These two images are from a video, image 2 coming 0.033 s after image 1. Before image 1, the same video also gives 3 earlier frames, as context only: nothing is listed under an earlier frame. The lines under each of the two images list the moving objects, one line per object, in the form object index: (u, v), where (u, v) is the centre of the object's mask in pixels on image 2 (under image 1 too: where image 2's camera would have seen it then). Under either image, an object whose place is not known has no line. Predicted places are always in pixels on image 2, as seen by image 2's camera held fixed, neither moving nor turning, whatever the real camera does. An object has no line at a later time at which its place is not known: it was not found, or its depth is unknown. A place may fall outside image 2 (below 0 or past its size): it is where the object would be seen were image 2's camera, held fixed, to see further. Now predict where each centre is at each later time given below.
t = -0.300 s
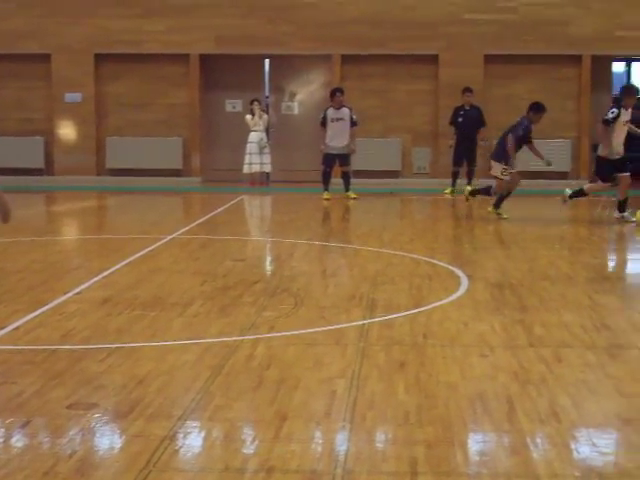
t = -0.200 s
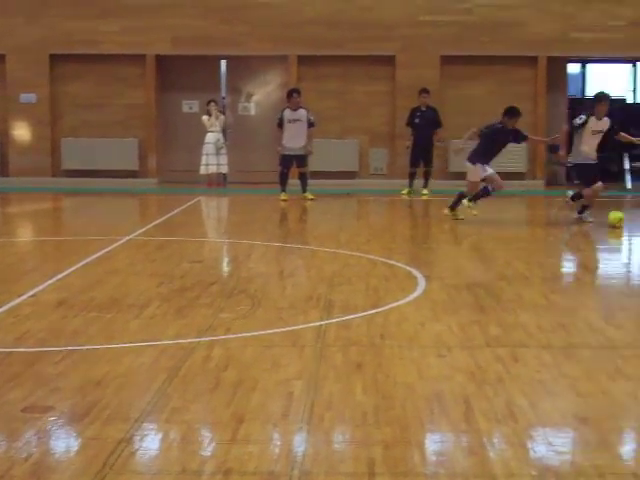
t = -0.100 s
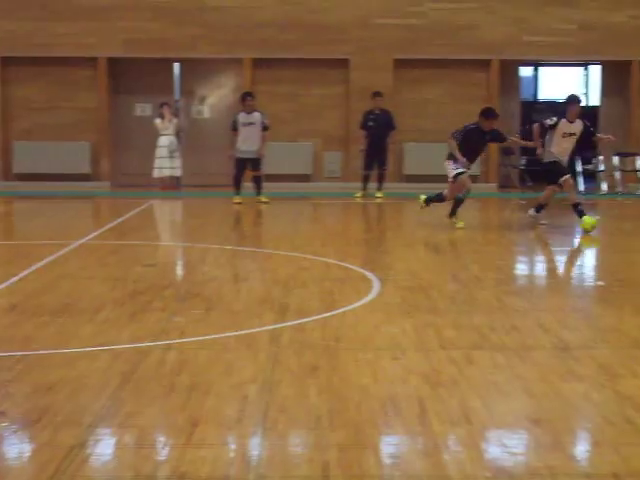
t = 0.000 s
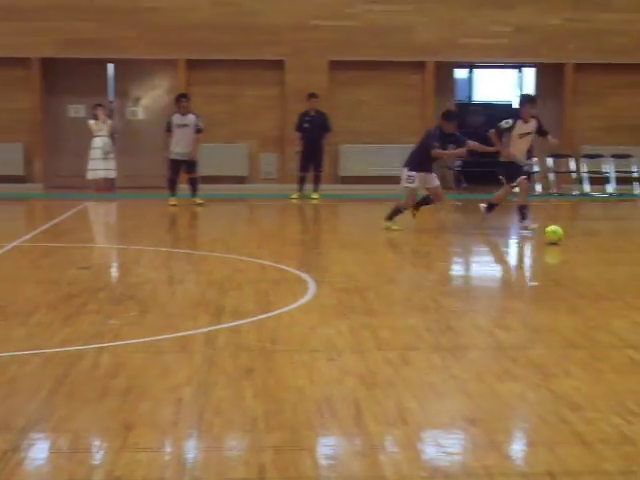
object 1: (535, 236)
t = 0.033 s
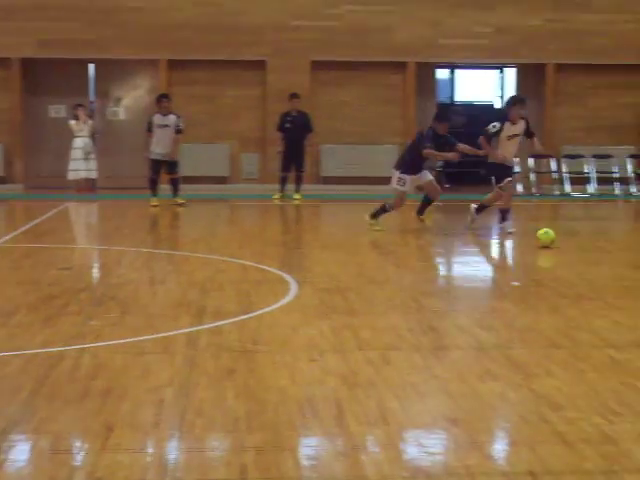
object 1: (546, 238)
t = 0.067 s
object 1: (555, 240)
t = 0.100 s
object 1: (566, 245)
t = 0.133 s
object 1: (577, 248)
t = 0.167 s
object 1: (589, 251)
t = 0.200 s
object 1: (601, 255)
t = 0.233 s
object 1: (614, 259)
